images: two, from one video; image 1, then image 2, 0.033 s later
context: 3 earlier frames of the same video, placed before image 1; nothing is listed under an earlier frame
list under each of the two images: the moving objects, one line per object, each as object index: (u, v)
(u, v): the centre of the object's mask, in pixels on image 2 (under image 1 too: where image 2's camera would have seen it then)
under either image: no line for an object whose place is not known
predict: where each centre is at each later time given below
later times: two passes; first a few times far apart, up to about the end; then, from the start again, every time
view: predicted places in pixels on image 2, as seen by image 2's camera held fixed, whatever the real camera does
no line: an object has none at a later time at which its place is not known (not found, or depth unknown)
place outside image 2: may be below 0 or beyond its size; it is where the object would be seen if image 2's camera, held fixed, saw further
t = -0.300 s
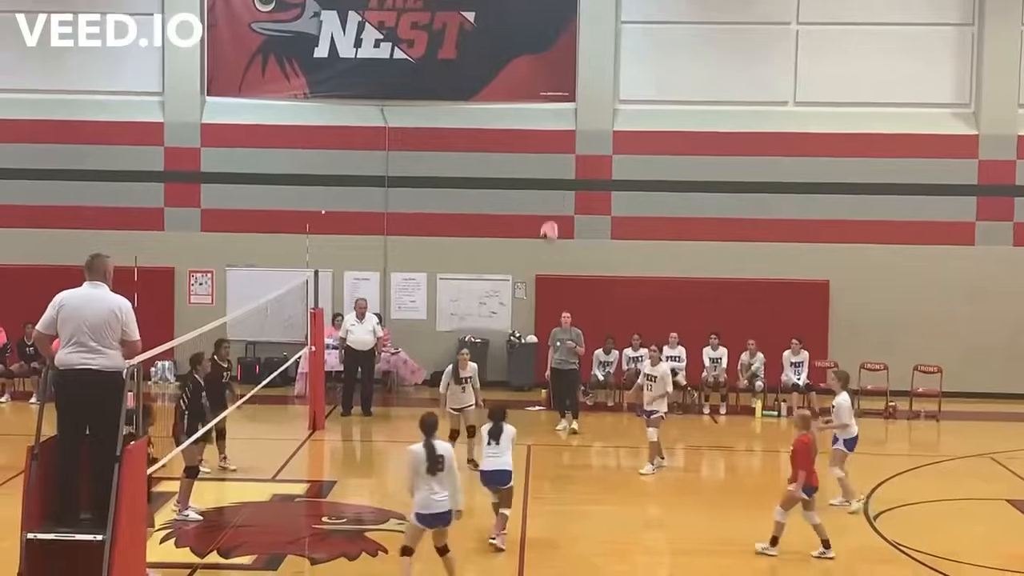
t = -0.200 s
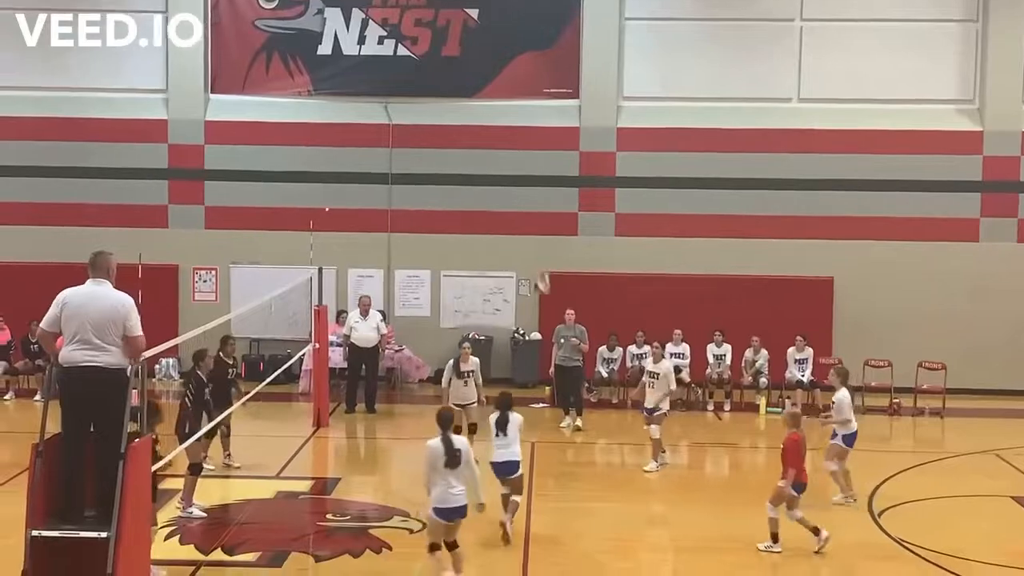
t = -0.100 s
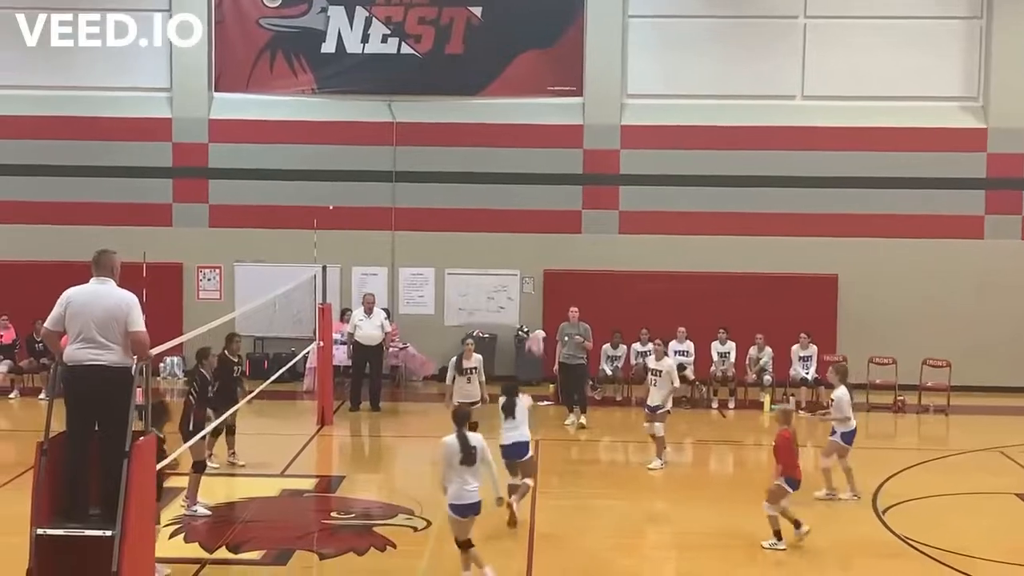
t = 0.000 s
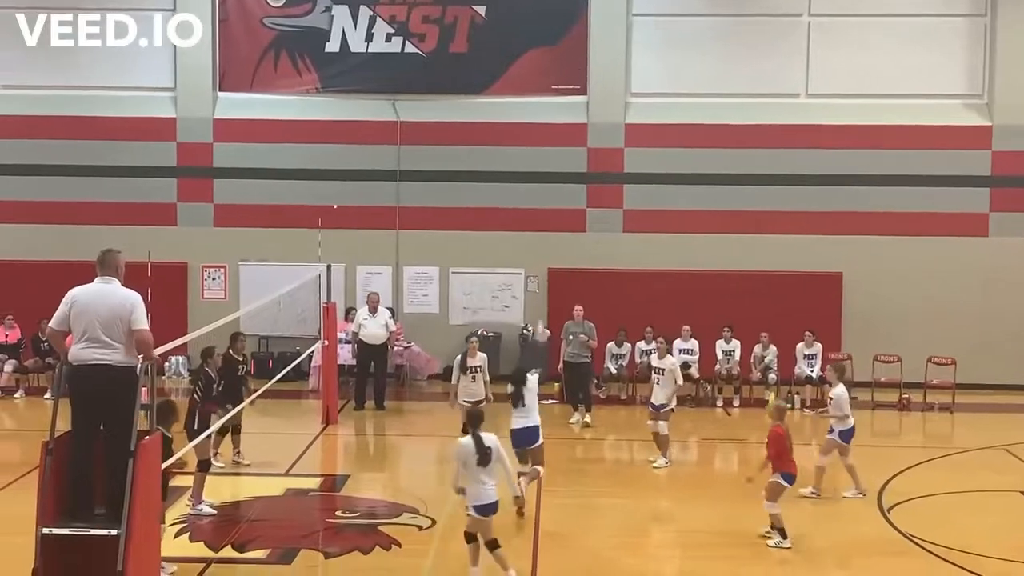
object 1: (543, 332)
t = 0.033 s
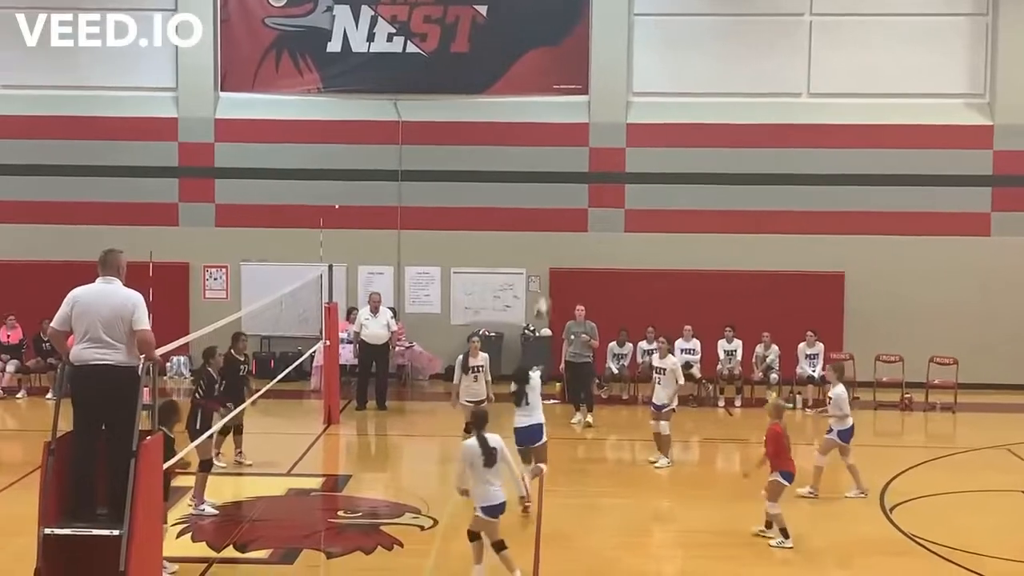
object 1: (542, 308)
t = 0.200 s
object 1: (554, 204)
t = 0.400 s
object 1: (567, 115)
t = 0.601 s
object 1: (581, 59)
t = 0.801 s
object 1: (594, 42)
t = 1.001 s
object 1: (605, 62)
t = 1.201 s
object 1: (615, 117)
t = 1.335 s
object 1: (622, 171)
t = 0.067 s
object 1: (545, 286)
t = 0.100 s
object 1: (547, 265)
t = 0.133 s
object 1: (549, 244)
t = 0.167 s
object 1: (552, 222)
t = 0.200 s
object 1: (554, 204)
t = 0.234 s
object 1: (556, 186)
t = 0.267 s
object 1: (558, 170)
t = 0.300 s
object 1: (560, 154)
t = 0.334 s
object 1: (563, 140)
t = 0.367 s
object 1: (566, 128)
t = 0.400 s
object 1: (567, 115)
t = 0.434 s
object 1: (570, 102)
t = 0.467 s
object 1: (572, 91)
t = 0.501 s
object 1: (573, 82)
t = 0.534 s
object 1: (577, 75)
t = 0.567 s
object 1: (578, 66)
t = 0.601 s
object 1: (581, 59)
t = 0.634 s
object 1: (582, 54)
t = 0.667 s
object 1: (584, 51)
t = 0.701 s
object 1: (587, 47)
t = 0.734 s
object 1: (589, 44)
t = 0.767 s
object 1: (591, 43)
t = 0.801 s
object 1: (594, 42)
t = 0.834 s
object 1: (595, 43)
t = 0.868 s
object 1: (597, 45)
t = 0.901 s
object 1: (599, 48)
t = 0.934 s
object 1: (601, 50)
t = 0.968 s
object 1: (602, 55)
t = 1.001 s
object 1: (605, 62)
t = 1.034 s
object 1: (607, 68)
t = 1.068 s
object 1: (609, 76)
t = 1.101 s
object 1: (610, 85)
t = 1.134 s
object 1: (613, 94)
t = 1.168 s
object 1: (615, 104)
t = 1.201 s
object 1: (615, 117)
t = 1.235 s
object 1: (617, 129)
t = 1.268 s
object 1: (620, 141)
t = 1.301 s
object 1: (620, 155)
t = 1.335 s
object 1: (622, 171)
